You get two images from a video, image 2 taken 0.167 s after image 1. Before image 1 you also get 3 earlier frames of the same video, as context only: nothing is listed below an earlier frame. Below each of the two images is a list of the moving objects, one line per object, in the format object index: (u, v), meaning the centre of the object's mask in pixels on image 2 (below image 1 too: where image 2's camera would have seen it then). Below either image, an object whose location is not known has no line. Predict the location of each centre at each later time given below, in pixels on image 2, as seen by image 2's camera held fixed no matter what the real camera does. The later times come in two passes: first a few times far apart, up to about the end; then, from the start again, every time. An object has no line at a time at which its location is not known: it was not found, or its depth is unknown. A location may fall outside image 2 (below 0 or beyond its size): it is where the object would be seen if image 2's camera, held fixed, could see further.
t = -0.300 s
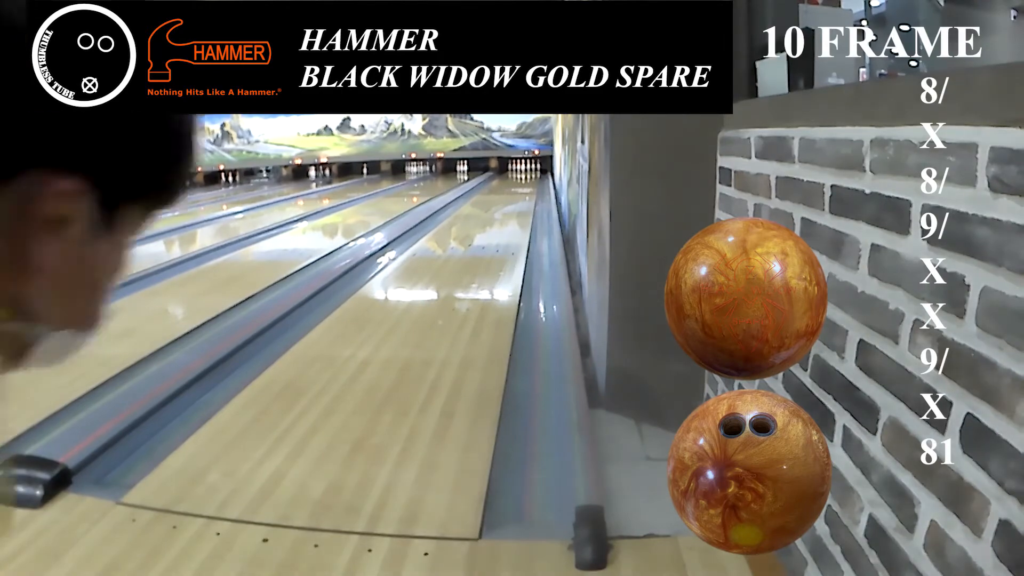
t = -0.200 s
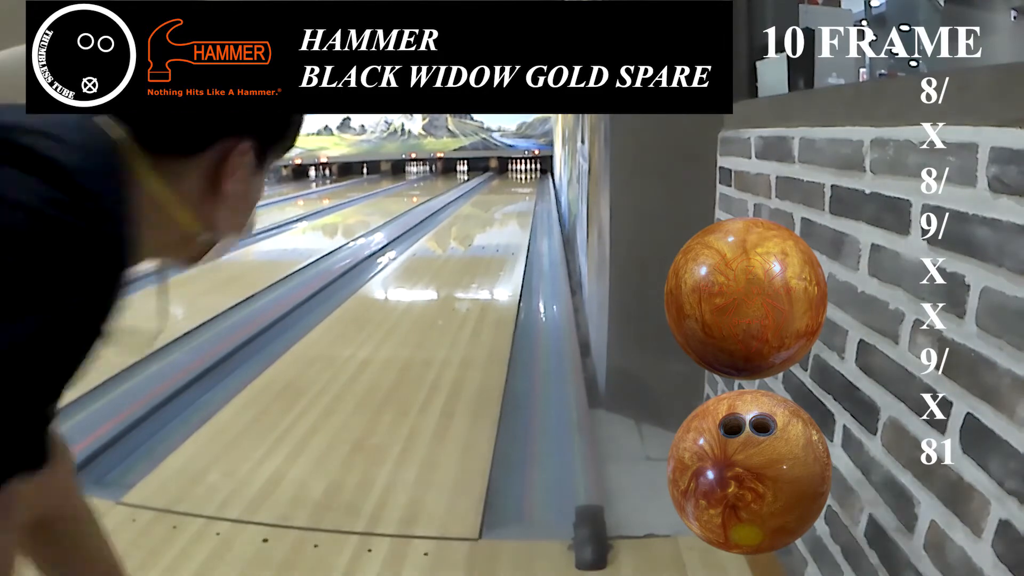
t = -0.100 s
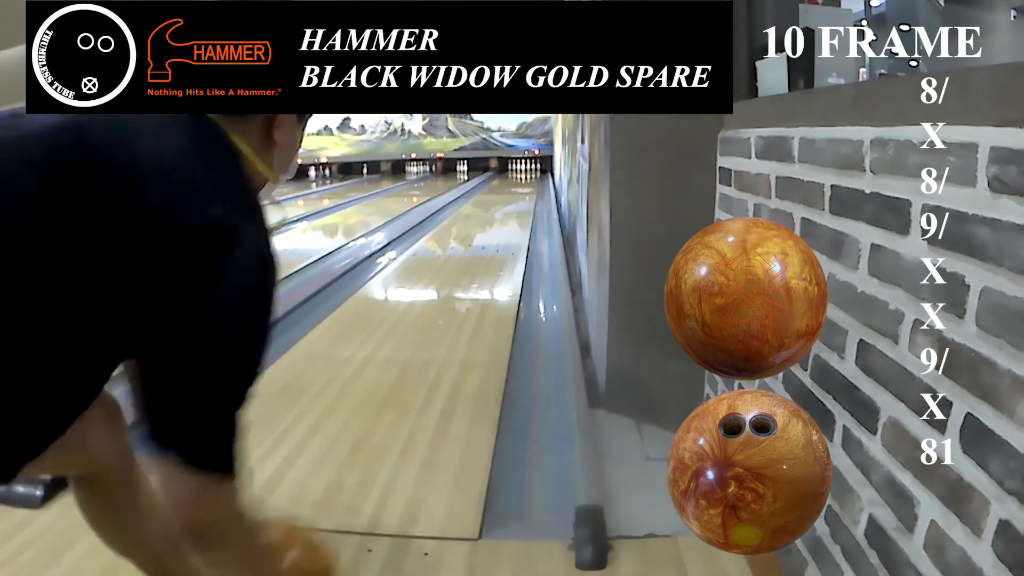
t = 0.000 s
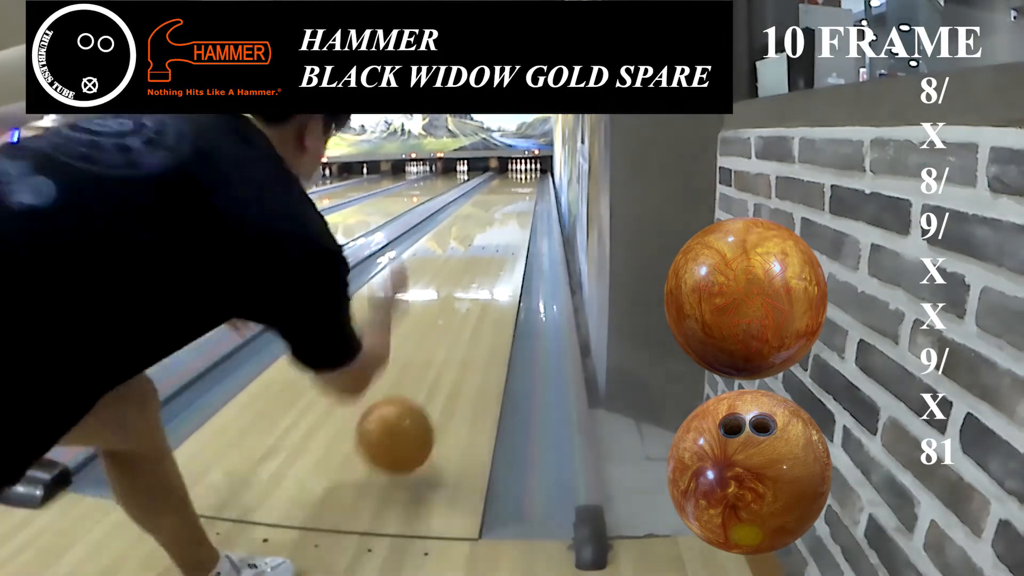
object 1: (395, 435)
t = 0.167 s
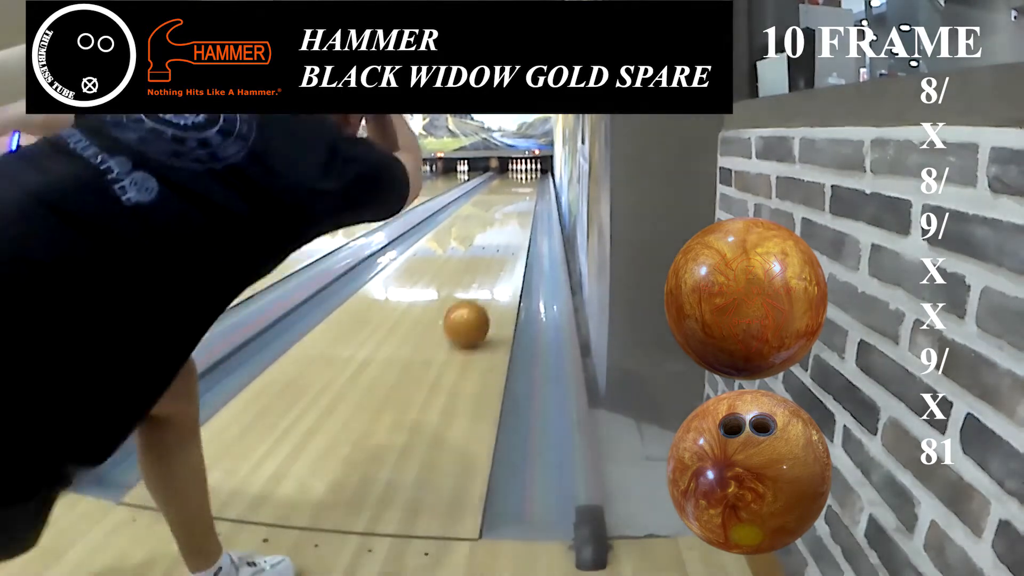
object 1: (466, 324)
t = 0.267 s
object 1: (486, 286)
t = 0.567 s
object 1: (515, 231)
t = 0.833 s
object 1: (525, 208)
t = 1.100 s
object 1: (530, 194)
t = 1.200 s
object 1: (530, 191)
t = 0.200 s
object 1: (474, 309)
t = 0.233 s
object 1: (480, 297)
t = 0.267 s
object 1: (486, 286)
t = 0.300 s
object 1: (491, 277)
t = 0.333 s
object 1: (495, 269)
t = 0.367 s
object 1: (499, 261)
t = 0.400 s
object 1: (502, 255)
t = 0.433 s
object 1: (506, 249)
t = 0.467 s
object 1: (508, 243)
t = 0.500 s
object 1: (511, 239)
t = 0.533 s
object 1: (513, 234)
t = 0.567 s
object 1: (515, 231)
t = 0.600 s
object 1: (517, 227)
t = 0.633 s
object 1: (518, 224)
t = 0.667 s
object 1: (520, 220)
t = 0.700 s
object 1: (521, 218)
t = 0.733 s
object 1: (522, 215)
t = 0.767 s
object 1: (523, 213)
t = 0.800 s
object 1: (524, 211)
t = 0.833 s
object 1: (525, 208)
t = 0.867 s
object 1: (526, 206)
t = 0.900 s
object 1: (526, 204)
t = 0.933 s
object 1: (527, 203)
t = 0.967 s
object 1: (527, 201)
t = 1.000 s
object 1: (528, 199)
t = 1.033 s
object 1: (528, 198)
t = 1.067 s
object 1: (529, 196)
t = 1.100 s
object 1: (530, 194)
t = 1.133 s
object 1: (530, 193)
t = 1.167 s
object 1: (530, 192)
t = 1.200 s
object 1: (530, 191)
